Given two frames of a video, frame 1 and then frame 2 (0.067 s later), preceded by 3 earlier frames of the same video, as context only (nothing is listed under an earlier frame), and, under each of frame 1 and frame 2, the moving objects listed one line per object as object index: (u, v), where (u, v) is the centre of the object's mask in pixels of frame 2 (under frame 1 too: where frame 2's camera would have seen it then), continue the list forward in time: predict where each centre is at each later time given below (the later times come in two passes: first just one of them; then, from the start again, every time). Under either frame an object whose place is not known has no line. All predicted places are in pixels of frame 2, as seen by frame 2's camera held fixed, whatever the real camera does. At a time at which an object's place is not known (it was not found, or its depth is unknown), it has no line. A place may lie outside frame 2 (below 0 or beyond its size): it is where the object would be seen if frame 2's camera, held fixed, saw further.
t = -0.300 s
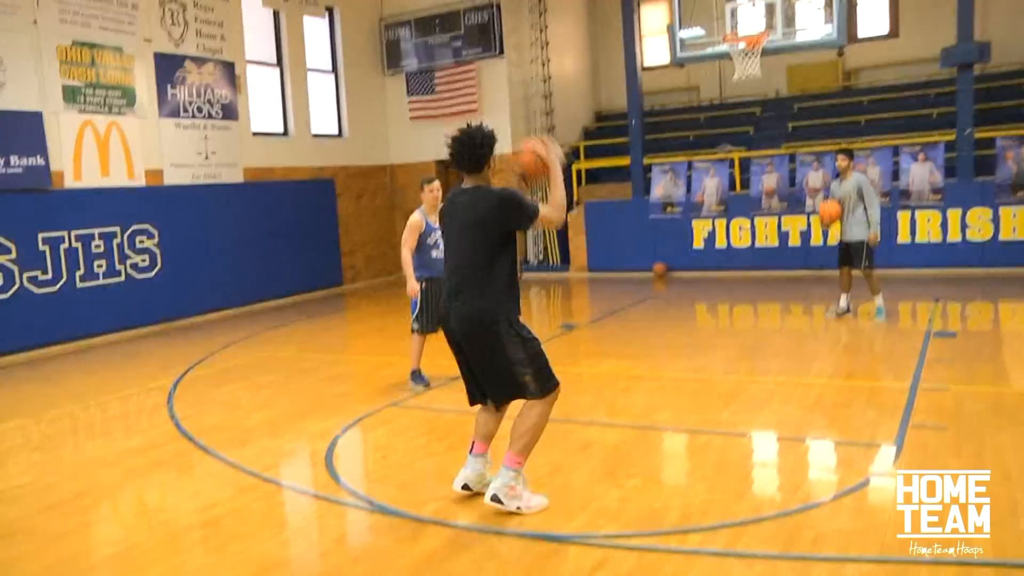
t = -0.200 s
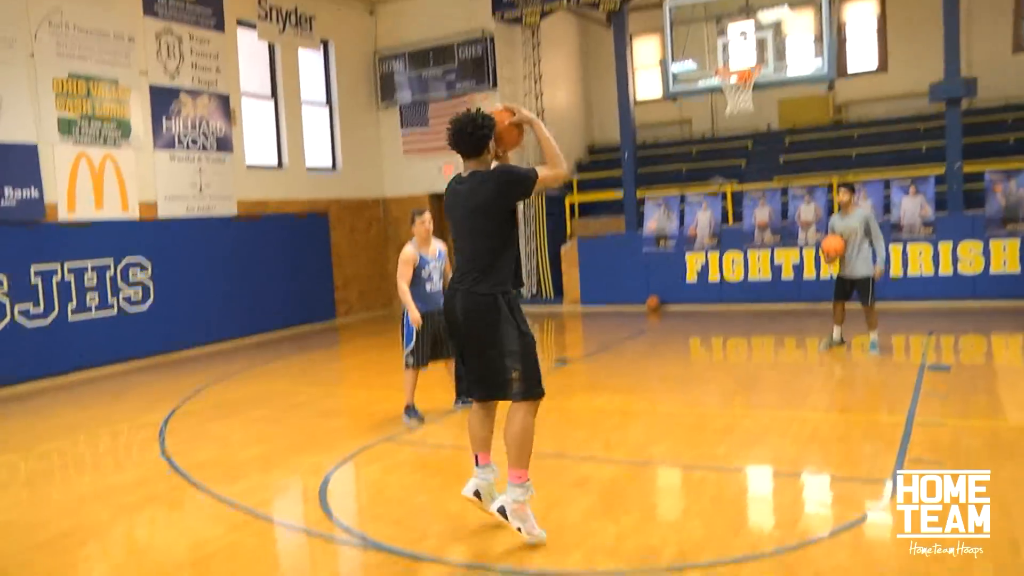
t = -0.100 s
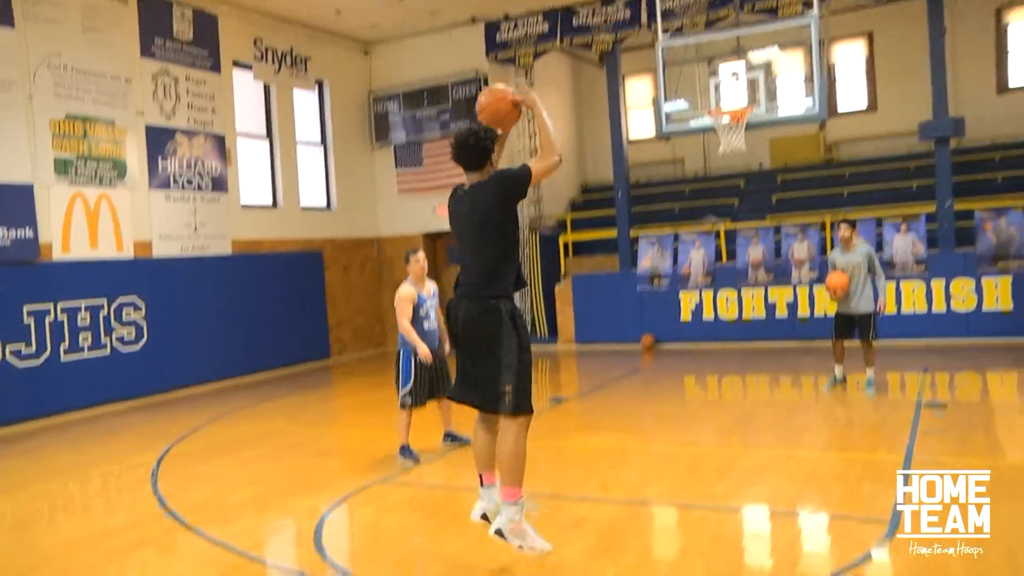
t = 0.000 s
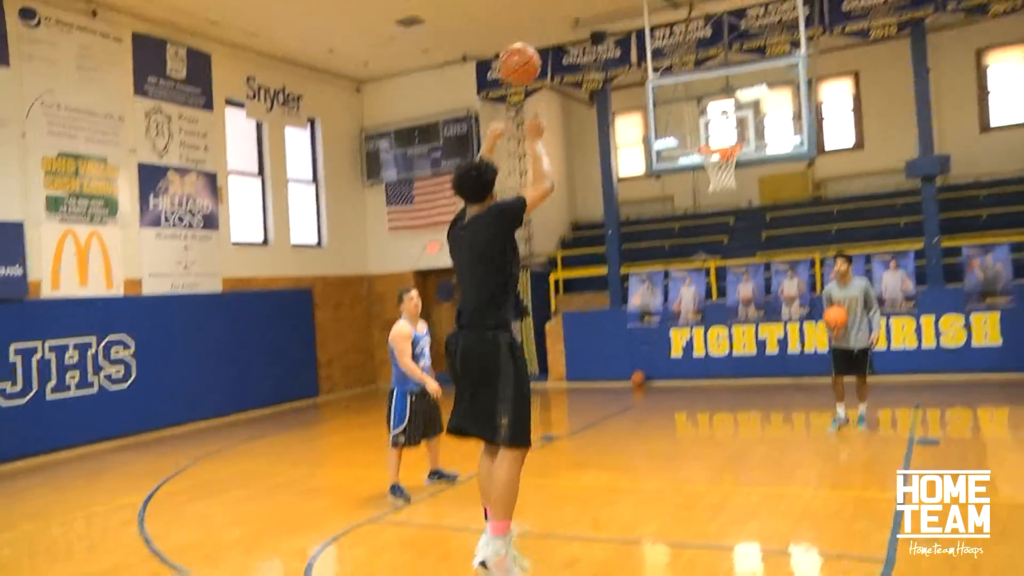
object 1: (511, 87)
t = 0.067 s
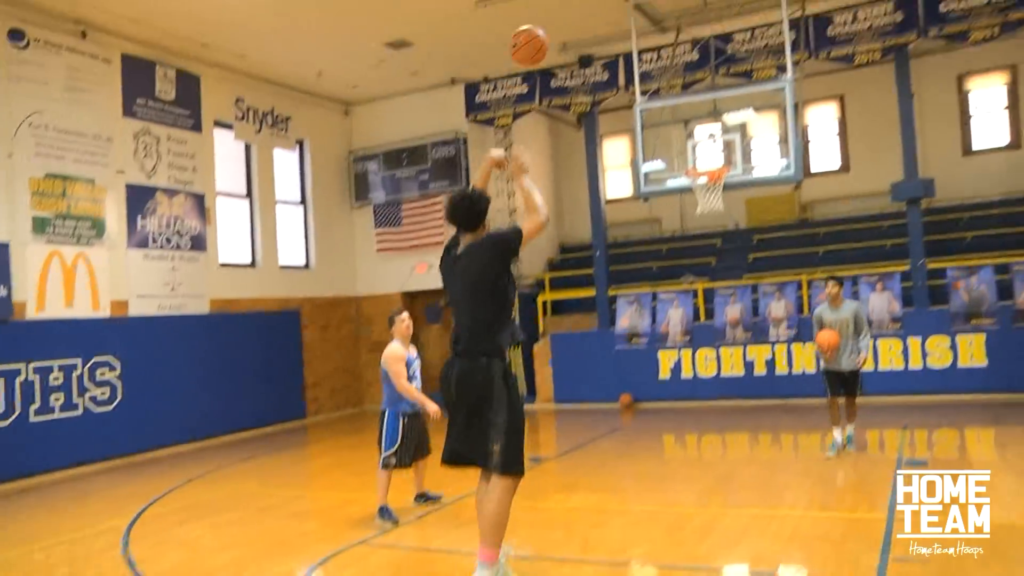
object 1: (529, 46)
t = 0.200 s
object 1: (562, -6)
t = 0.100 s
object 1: (537, 29)
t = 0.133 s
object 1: (546, 15)
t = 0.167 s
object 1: (554, 3)
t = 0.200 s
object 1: (562, -6)
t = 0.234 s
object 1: (568, -12)
